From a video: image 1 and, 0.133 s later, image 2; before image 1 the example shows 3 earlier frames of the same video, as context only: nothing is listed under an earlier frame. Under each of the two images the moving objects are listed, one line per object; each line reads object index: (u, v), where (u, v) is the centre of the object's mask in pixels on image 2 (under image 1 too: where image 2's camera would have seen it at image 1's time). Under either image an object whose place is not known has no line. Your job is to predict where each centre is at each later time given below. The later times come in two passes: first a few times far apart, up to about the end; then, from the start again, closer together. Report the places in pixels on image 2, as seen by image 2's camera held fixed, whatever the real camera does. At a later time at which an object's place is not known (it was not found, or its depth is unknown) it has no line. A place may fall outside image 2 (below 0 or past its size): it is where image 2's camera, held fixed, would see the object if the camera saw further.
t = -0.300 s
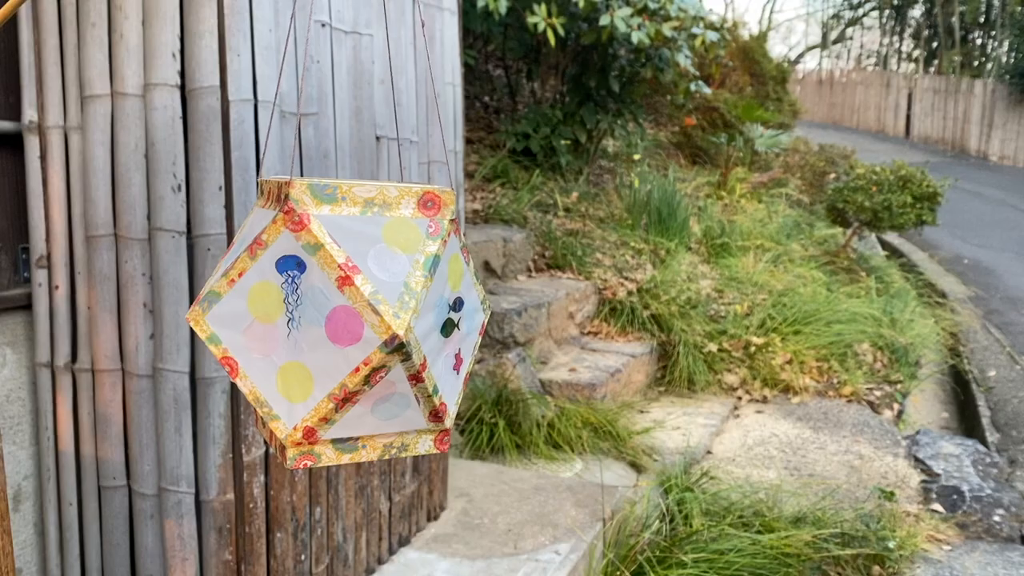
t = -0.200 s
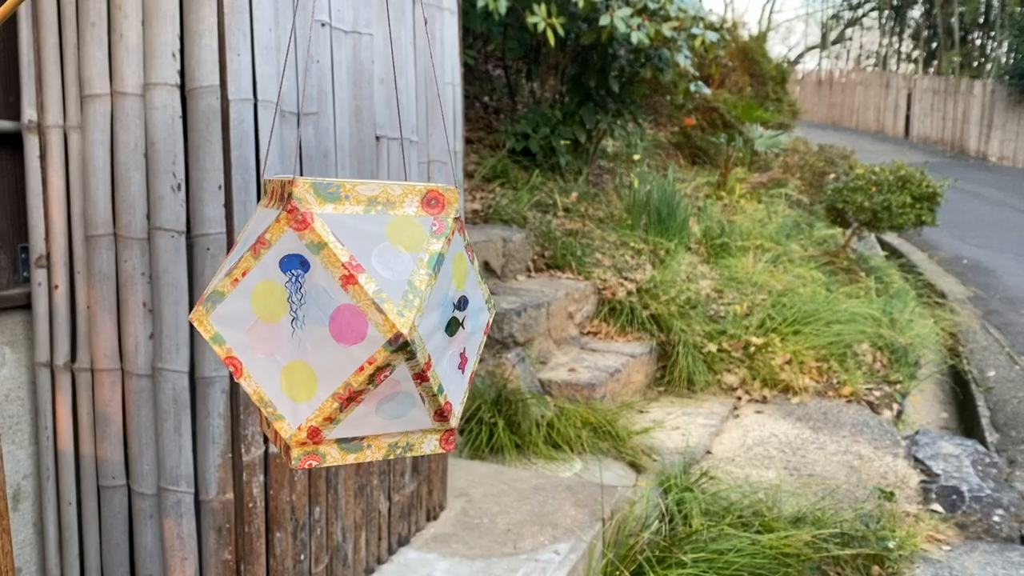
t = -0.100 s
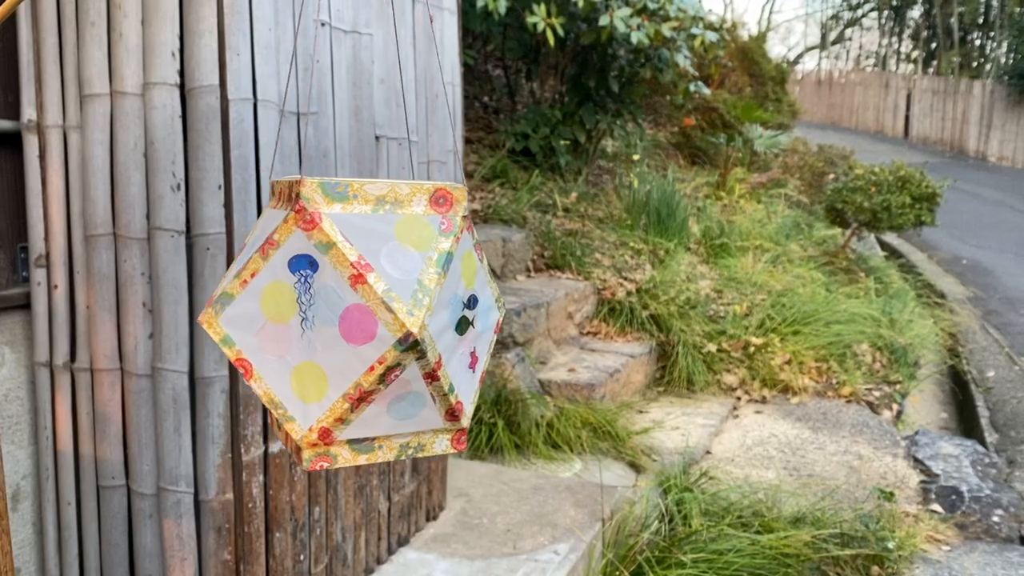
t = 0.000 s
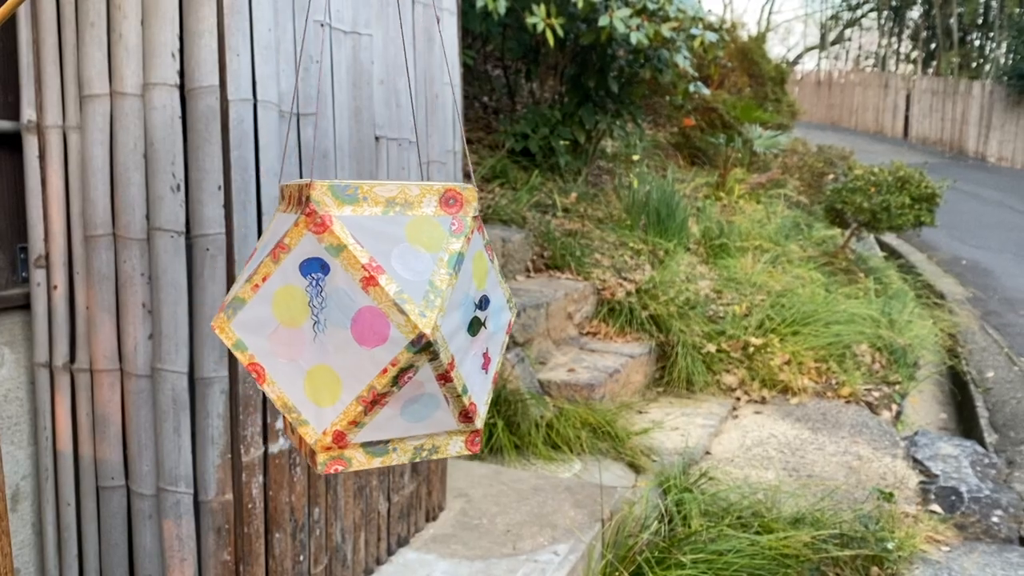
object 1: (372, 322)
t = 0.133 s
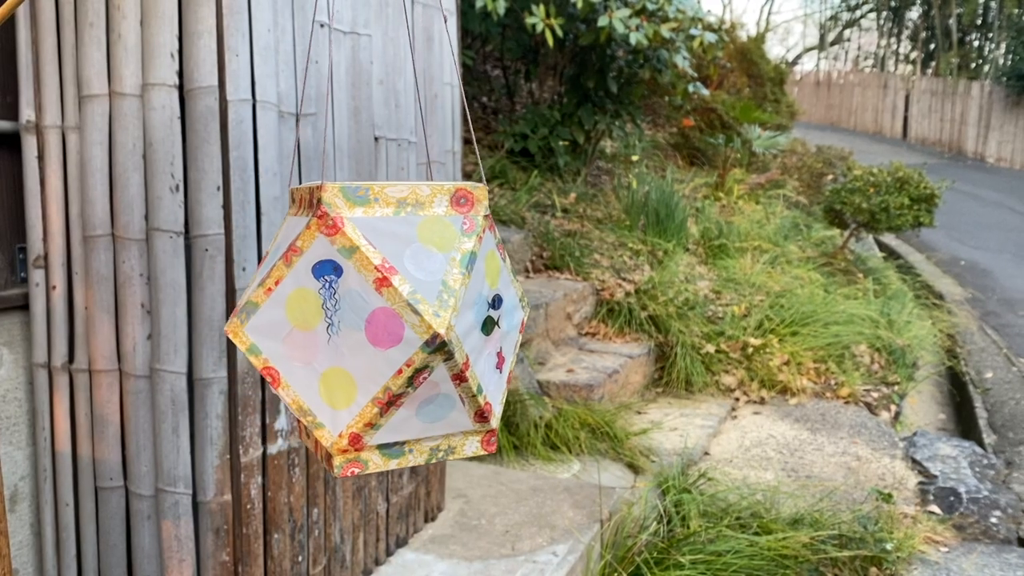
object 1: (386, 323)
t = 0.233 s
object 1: (392, 323)
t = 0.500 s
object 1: (383, 323)
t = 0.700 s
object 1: (365, 325)
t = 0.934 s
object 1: (355, 326)
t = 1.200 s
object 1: (372, 328)
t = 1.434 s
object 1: (388, 328)
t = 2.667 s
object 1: (387, 332)
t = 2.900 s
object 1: (384, 328)
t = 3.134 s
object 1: (369, 326)
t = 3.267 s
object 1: (361, 326)
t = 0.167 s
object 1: (388, 323)
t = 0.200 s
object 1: (390, 322)
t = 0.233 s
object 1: (392, 323)
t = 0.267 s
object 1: (393, 323)
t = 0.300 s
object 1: (393, 323)
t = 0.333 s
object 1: (393, 323)
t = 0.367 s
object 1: (392, 323)
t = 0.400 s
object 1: (390, 323)
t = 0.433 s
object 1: (388, 323)
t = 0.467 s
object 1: (386, 323)
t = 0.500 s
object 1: (383, 323)
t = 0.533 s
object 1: (381, 323)
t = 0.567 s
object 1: (378, 324)
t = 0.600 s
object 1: (375, 324)
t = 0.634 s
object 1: (371, 324)
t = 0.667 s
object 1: (368, 325)
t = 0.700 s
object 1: (365, 325)
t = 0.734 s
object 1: (362, 325)
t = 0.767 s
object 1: (360, 325)
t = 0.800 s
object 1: (358, 325)
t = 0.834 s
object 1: (356, 325)
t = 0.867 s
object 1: (355, 325)
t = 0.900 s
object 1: (355, 326)
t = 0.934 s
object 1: (355, 326)
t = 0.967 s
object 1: (355, 327)
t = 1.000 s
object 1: (356, 327)
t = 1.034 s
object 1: (358, 327)
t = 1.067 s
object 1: (360, 328)
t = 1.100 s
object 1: (363, 328)
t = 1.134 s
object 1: (366, 328)
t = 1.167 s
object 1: (369, 328)
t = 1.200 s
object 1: (372, 328)
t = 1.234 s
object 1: (375, 328)
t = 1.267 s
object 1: (378, 328)
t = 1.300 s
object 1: (381, 328)
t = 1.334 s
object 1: (383, 328)
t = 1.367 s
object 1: (385, 328)
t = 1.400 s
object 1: (387, 328)
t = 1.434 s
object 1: (388, 328)
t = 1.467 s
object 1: (389, 329)
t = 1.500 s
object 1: (389, 329)
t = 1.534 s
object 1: (389, 329)
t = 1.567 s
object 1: (388, 329)
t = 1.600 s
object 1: (386, 329)
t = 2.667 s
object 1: (387, 332)
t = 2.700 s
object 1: (388, 331)
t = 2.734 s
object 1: (388, 330)
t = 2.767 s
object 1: (388, 329)
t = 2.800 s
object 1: (388, 329)
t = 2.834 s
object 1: (387, 328)
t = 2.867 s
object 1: (386, 328)
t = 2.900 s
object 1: (384, 328)
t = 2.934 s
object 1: (383, 327)
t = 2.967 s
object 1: (381, 327)
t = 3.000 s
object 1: (378, 327)
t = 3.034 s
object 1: (376, 327)
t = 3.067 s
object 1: (374, 326)
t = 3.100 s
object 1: (371, 326)
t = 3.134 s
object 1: (369, 326)
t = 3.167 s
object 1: (366, 326)
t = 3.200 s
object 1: (364, 326)
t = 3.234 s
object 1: (362, 326)
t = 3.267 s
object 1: (361, 326)
